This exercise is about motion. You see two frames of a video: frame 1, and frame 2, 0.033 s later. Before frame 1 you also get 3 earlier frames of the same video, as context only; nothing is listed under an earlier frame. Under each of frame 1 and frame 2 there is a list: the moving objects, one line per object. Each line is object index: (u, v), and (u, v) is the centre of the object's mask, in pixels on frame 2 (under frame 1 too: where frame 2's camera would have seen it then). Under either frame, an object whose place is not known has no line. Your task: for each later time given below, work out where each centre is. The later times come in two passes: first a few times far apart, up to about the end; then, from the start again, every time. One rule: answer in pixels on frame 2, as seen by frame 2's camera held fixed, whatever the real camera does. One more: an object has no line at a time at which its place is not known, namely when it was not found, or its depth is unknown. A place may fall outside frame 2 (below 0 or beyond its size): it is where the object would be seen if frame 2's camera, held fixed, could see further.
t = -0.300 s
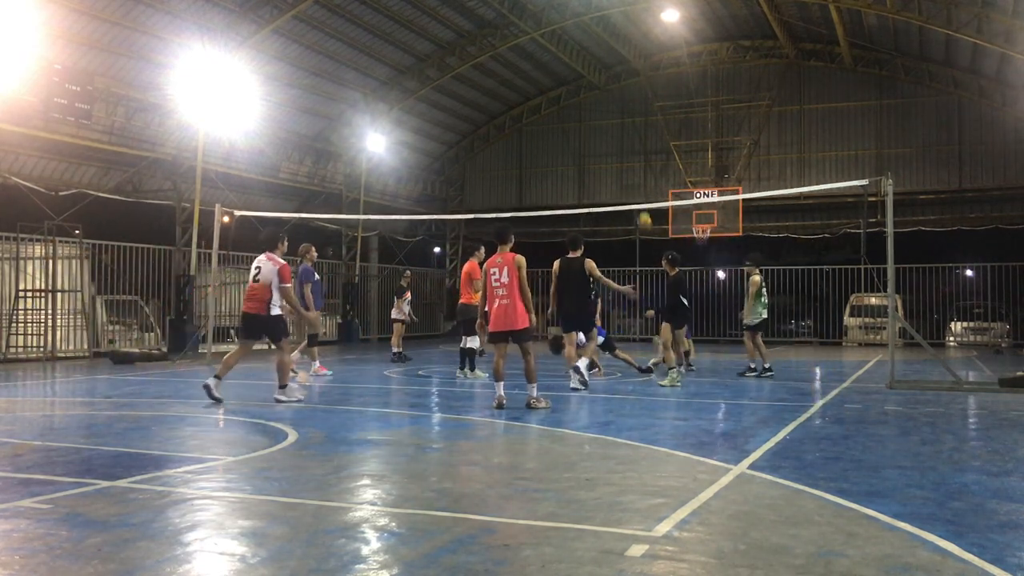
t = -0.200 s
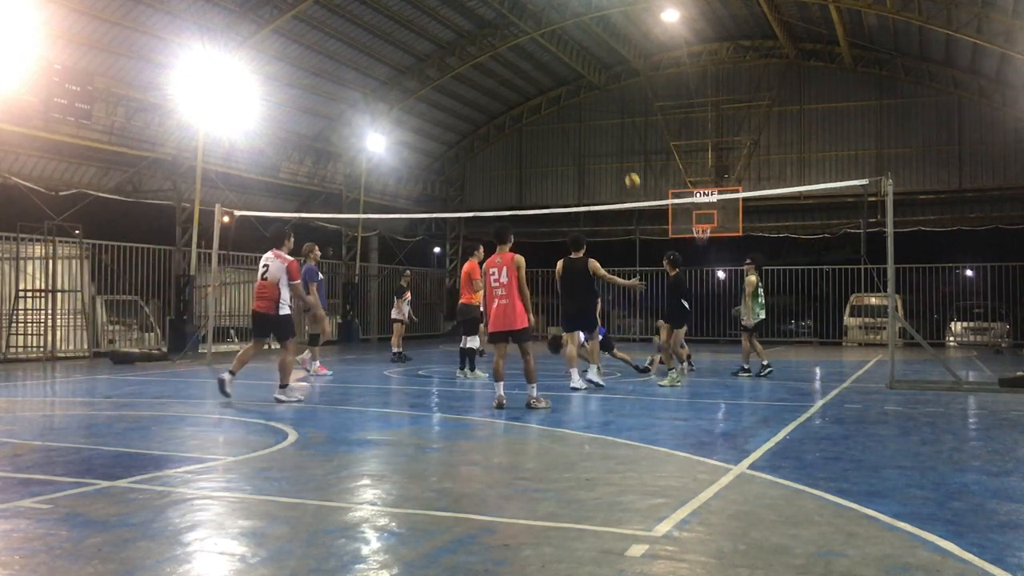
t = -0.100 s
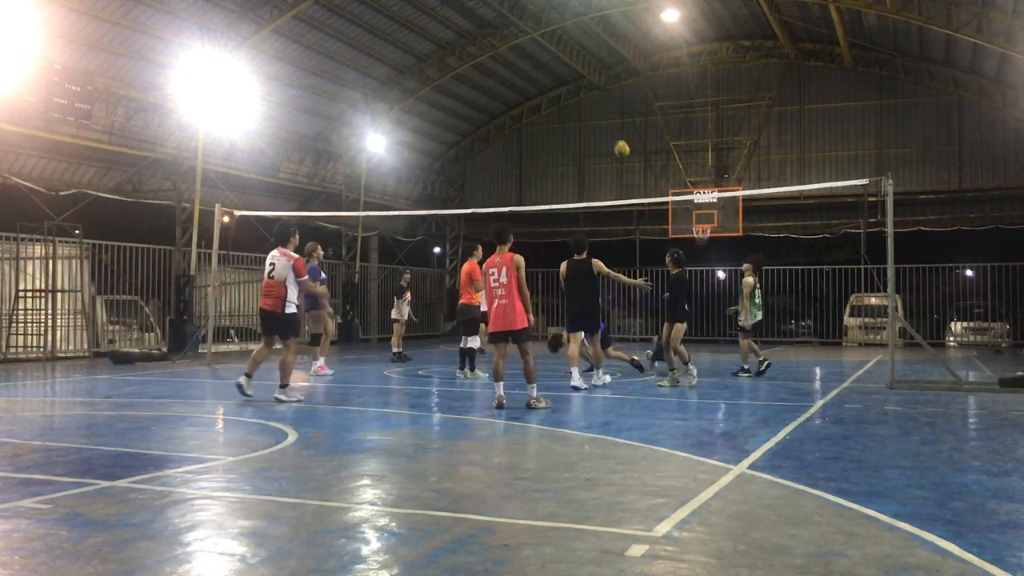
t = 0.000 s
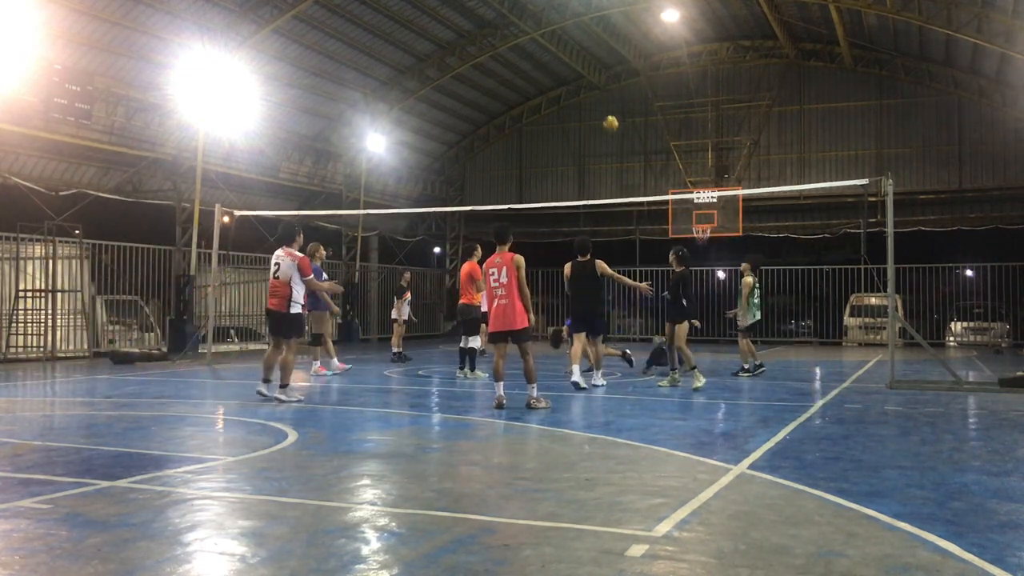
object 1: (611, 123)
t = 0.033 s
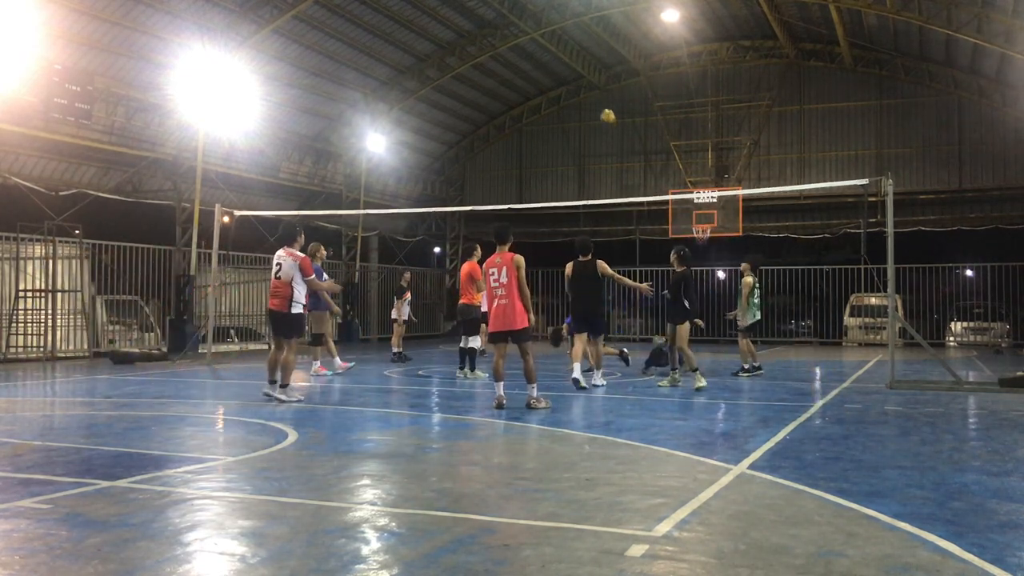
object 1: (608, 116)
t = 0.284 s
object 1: (581, 89)
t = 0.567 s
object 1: (554, 107)
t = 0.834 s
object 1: (529, 168)
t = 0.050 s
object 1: (606, 113)
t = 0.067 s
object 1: (604, 110)
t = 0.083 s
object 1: (602, 107)
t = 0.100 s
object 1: (600, 105)
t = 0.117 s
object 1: (599, 103)
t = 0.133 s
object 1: (597, 101)
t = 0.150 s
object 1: (595, 98)
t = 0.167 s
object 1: (594, 97)
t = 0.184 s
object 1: (592, 95)
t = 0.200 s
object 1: (590, 94)
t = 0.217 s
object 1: (588, 92)
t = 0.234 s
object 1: (587, 91)
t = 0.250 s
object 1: (585, 91)
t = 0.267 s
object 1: (584, 90)
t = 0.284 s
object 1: (581, 89)
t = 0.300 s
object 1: (580, 89)
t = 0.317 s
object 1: (578, 89)
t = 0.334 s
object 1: (577, 89)
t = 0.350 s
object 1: (575, 89)
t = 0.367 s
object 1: (573, 89)
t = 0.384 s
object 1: (572, 90)
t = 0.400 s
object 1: (570, 90)
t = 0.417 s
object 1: (569, 91)
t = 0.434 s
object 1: (567, 92)
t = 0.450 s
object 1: (565, 93)
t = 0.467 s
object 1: (564, 95)
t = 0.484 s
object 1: (562, 96)
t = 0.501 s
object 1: (560, 99)
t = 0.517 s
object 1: (559, 100)
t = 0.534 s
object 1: (557, 102)
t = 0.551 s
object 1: (555, 104)
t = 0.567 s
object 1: (554, 107)
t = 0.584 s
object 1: (552, 109)
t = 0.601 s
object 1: (550, 112)
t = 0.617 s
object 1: (549, 115)
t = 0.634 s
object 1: (547, 118)
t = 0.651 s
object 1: (546, 121)
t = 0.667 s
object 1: (544, 125)
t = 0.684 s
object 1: (543, 128)
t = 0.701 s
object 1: (541, 132)
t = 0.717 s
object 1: (540, 136)
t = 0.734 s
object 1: (538, 140)
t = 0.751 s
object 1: (536, 144)
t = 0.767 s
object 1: (535, 149)
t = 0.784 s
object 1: (533, 153)
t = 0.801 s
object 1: (532, 157)
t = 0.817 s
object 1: (530, 163)
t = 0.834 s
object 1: (529, 168)
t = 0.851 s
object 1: (527, 172)
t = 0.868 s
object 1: (525, 178)
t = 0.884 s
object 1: (524, 184)
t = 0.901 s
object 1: (523, 189)
